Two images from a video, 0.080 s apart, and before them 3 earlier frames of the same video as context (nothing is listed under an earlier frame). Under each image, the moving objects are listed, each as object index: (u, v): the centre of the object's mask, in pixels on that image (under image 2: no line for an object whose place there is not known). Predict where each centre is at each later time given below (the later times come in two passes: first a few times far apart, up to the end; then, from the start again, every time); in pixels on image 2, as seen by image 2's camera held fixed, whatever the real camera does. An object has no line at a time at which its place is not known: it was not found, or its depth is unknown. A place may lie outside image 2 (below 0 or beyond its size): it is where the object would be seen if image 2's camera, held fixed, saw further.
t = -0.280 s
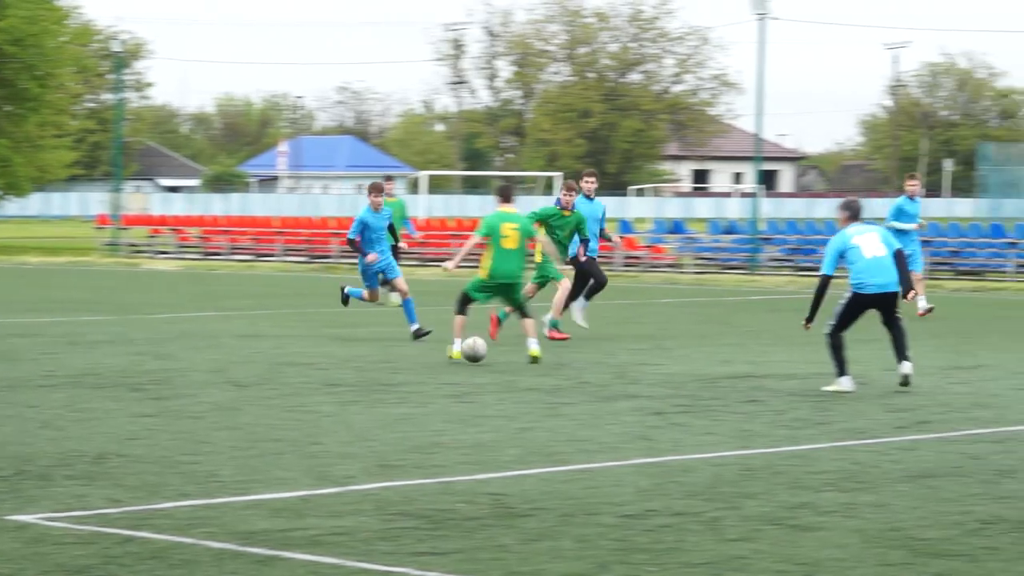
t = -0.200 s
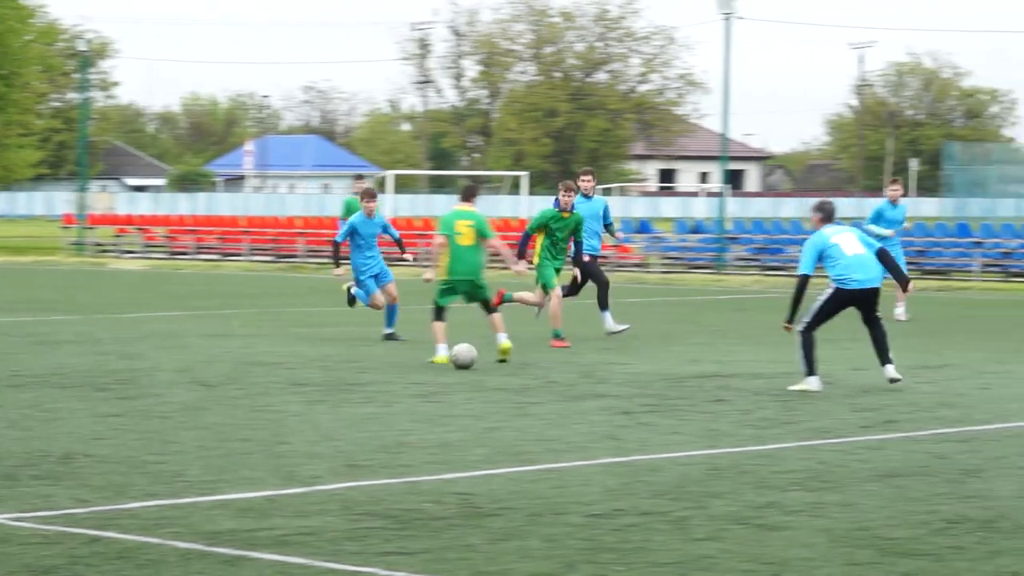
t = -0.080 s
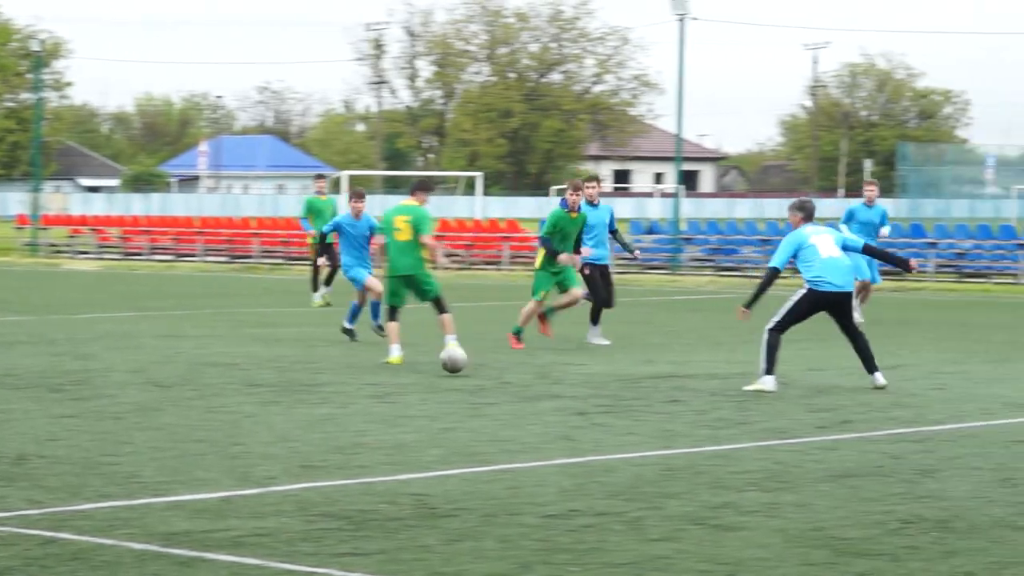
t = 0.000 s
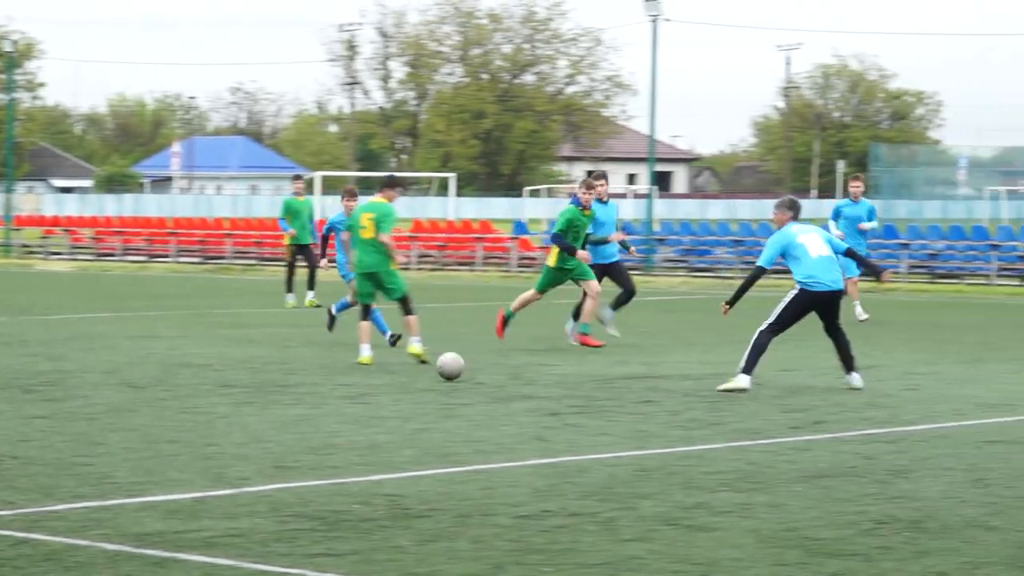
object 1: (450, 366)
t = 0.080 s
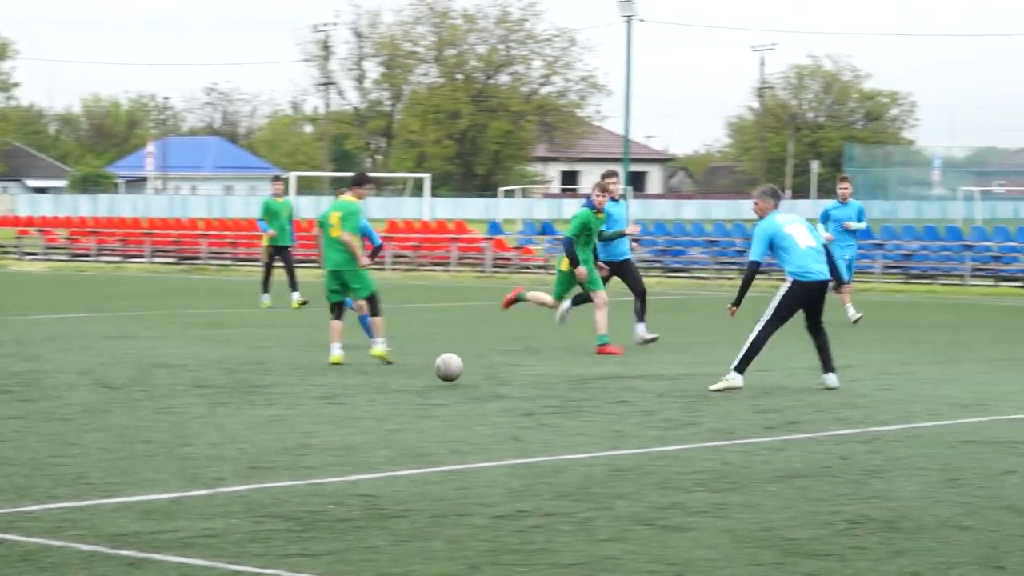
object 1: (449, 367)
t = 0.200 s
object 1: (484, 374)
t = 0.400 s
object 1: (542, 385)
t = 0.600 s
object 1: (607, 393)
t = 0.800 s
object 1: (676, 403)
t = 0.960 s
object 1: (734, 413)
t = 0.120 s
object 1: (460, 370)
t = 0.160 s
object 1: (473, 376)
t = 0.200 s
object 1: (484, 374)
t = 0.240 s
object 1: (496, 373)
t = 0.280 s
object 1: (507, 374)
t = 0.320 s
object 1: (517, 377)
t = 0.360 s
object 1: (530, 384)
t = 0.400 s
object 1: (542, 385)
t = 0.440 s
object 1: (553, 383)
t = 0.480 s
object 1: (567, 383)
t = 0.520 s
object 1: (580, 386)
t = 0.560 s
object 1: (593, 392)
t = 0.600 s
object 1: (607, 393)
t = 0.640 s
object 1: (620, 392)
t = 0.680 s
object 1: (634, 394)
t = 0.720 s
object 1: (648, 399)
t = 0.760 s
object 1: (661, 402)
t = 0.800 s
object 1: (676, 403)
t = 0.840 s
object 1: (690, 405)
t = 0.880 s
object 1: (704, 409)
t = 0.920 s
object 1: (719, 410)
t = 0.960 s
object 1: (734, 413)
